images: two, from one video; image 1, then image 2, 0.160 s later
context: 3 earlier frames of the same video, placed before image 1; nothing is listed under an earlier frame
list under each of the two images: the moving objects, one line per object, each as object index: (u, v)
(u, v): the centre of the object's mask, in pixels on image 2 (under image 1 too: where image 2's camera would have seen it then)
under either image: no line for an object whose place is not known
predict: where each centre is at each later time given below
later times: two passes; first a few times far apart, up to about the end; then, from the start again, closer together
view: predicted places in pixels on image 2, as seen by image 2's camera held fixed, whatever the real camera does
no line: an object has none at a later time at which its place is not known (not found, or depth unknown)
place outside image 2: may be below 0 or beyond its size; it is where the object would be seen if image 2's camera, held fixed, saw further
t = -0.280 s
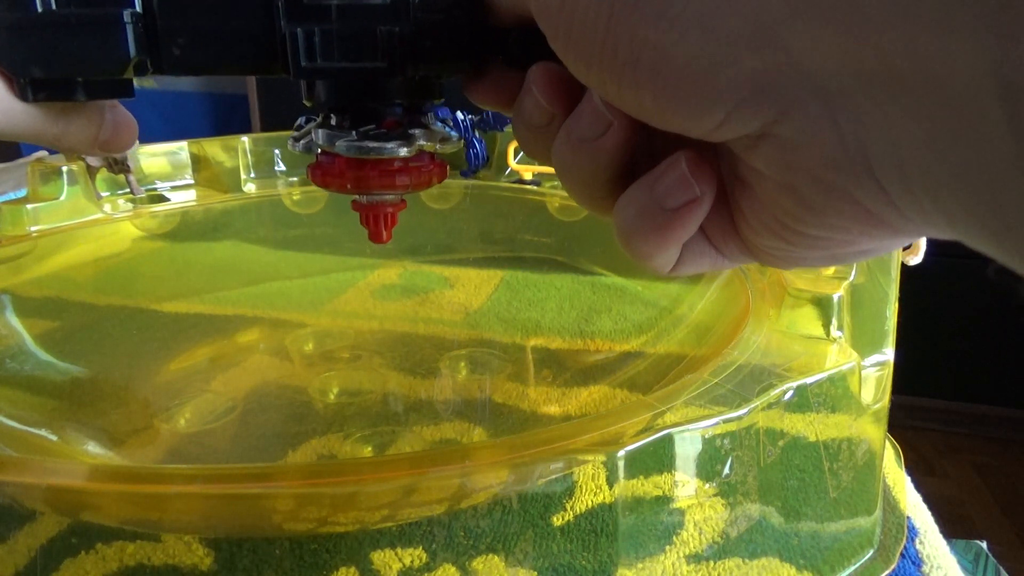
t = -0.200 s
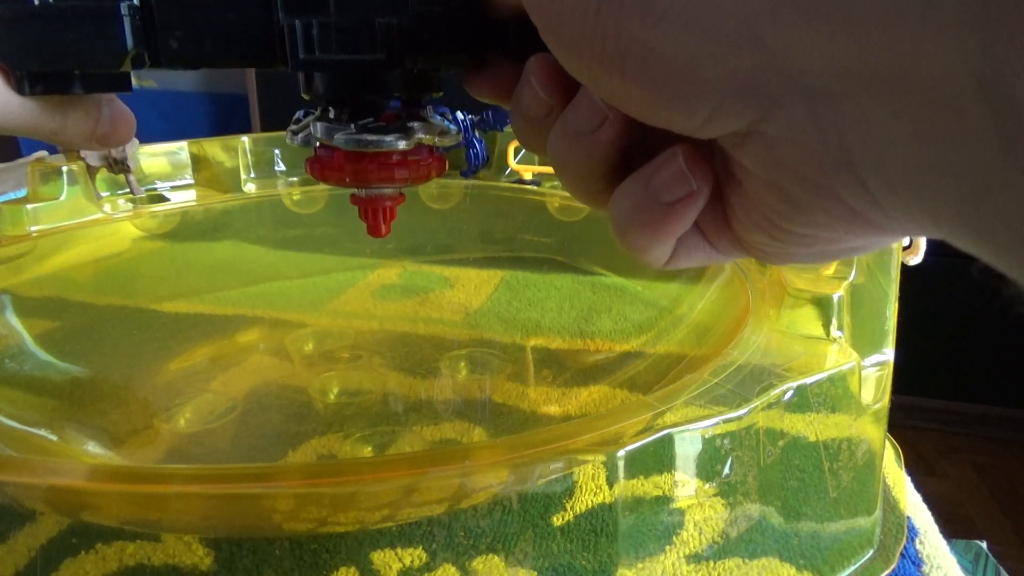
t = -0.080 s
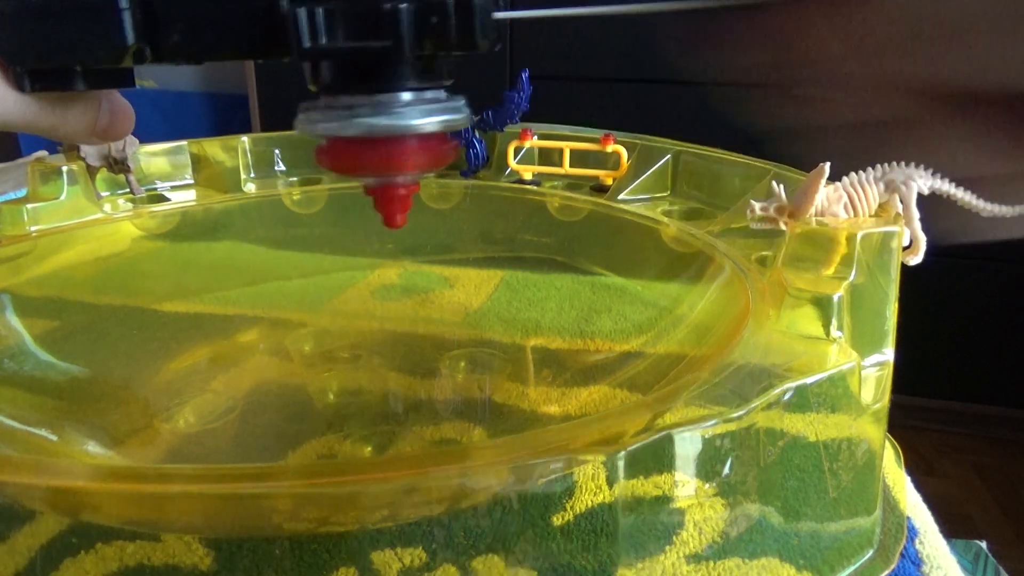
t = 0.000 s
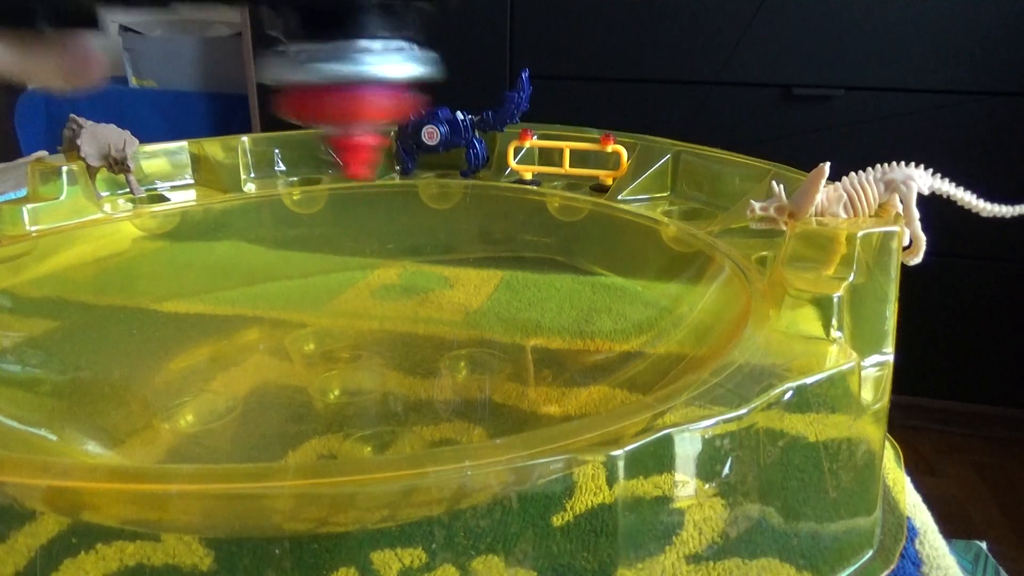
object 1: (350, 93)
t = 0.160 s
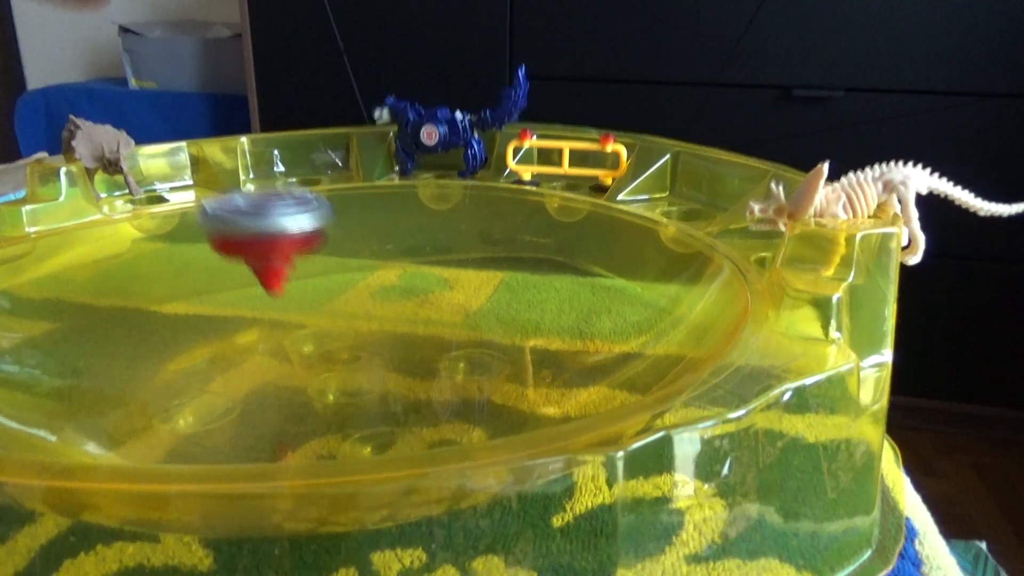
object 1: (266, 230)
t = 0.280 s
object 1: (229, 265)
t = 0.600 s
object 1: (179, 305)
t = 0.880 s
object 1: (227, 312)
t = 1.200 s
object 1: (306, 281)
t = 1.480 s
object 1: (225, 265)
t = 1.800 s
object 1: (264, 368)
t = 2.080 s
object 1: (611, 258)
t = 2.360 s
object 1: (196, 237)
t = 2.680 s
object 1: (533, 367)
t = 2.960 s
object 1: (385, 200)
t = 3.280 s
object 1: (168, 397)
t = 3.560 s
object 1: (550, 218)
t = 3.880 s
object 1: (19, 306)
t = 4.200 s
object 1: (611, 247)
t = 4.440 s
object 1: (168, 208)
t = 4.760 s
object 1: (514, 370)
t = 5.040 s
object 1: (404, 194)
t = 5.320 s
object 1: (50, 367)
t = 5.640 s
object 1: (605, 228)
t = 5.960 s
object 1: (44, 292)
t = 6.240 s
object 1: (613, 334)
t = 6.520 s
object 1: (332, 217)
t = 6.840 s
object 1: (183, 402)
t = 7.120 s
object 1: (553, 237)
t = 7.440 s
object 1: (35, 281)
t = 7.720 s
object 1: (599, 336)
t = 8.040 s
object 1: (256, 208)
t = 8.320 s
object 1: (178, 403)
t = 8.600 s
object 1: (591, 235)
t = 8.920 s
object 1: (61, 290)
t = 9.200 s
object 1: (553, 361)
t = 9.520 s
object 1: (339, 224)
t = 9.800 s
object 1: (64, 379)
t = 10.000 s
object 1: (588, 344)
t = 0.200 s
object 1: (252, 221)
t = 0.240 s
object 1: (243, 248)
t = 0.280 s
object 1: (229, 265)
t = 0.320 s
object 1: (216, 262)
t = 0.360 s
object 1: (206, 258)
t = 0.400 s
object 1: (198, 260)
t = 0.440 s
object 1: (194, 266)
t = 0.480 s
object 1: (192, 276)
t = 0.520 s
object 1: (189, 288)
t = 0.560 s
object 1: (184, 298)
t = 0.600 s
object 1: (179, 305)
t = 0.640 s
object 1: (178, 308)
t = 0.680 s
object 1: (180, 311)
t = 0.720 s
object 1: (185, 312)
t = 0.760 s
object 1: (193, 313)
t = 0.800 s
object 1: (203, 313)
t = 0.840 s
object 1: (214, 313)
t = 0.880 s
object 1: (227, 312)
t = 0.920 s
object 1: (241, 310)
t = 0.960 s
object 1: (254, 308)
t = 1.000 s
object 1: (267, 305)
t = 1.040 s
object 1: (279, 301)
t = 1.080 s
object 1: (290, 296)
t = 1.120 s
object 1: (298, 291)
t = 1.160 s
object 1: (304, 286)
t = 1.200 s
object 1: (306, 281)
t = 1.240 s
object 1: (303, 276)
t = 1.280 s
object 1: (298, 271)
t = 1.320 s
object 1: (291, 267)
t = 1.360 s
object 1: (282, 263)
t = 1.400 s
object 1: (267, 261)
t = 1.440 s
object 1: (248, 261)
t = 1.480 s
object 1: (225, 265)
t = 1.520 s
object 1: (200, 273)
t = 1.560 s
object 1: (174, 286)
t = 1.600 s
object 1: (153, 304)
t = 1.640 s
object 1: (145, 322)
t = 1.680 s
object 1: (151, 338)
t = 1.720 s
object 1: (171, 351)
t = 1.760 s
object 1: (209, 362)
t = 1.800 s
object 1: (264, 368)
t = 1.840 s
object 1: (332, 369)
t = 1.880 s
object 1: (405, 364)
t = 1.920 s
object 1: (478, 353)
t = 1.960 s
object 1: (544, 334)
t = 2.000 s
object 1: (591, 309)
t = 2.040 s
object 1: (614, 282)
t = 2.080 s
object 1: (611, 258)
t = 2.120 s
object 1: (590, 241)
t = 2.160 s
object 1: (552, 231)
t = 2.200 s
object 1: (500, 226)
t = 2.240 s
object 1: (438, 223)
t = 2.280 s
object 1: (366, 224)
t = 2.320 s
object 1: (282, 229)
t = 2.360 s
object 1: (196, 237)
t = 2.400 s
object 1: (105, 249)
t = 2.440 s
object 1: (45, 272)
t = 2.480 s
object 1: (27, 293)
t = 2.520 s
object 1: (29, 339)
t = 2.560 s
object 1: (75, 387)
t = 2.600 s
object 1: (188, 403)
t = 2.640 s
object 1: (374, 395)
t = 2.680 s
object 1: (533, 367)
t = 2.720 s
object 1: (637, 323)
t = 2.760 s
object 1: (672, 281)
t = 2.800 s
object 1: (658, 246)
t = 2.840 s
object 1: (615, 221)
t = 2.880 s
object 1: (549, 207)
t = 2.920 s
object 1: (472, 200)
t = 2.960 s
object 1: (385, 200)
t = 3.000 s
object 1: (300, 206)
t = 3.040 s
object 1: (202, 217)
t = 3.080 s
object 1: (112, 235)
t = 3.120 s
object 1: (45, 264)
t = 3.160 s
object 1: (26, 287)
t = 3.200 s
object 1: (26, 329)
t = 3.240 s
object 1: (61, 380)
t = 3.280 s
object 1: (168, 397)
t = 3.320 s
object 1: (357, 393)
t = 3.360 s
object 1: (517, 367)
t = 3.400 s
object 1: (626, 329)
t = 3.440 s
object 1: (664, 290)
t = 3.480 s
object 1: (652, 259)
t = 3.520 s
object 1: (610, 235)
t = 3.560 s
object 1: (550, 218)
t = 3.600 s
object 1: (476, 209)
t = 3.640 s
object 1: (394, 208)
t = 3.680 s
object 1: (309, 210)
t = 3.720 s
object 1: (222, 217)
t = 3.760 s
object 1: (128, 228)
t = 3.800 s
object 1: (50, 249)
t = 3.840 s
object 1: (25, 273)
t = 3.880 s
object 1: (19, 306)
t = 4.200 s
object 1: (611, 247)
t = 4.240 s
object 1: (561, 226)
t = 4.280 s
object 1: (495, 212)
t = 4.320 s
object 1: (423, 204)
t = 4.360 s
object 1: (342, 202)
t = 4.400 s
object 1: (257, 203)
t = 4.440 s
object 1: (168, 208)
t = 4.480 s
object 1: (75, 226)
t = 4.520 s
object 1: (36, 254)
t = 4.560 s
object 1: (27, 283)
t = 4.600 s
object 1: (35, 333)
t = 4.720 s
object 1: (374, 395)
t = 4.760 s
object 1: (514, 370)
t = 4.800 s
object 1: (602, 338)
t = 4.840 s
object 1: (640, 298)
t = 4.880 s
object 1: (635, 263)
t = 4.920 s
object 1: (601, 234)
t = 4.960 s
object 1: (548, 213)
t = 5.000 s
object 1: (479, 200)
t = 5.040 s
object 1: (404, 194)
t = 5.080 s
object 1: (325, 196)
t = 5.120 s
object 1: (238, 201)
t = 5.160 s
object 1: (152, 213)
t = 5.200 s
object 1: (66, 241)
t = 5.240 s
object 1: (38, 275)
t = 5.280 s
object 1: (33, 311)
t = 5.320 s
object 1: (50, 367)
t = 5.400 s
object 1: (253, 403)
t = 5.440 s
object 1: (412, 390)
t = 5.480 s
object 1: (534, 367)
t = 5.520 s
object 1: (620, 329)
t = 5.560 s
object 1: (651, 289)
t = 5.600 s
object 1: (643, 255)
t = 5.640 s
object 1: (605, 228)
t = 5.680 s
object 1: (551, 212)
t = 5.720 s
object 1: (480, 202)
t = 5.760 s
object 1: (406, 201)
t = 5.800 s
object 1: (323, 206)
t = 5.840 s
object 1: (240, 216)
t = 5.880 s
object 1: (158, 232)
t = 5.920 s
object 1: (75, 259)
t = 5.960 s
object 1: (44, 292)
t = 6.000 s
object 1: (37, 325)
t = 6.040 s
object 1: (53, 370)
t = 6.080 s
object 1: (108, 396)
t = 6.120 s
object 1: (238, 404)
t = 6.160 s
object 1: (398, 393)
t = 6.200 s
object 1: (530, 368)
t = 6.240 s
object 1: (613, 334)
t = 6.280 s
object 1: (650, 296)
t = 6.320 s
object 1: (641, 265)
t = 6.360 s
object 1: (605, 240)
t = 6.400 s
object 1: (550, 224)
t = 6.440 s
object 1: (483, 216)
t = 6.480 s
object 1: (410, 214)
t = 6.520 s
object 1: (332, 217)
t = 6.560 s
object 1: (250, 224)
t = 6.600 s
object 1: (168, 237)
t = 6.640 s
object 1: (83, 257)
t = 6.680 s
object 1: (44, 287)
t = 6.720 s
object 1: (33, 308)
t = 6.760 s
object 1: (38, 350)
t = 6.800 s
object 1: (79, 388)
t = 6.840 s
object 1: (183, 402)
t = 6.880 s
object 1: (339, 399)
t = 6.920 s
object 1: (484, 378)
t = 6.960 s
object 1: (582, 349)
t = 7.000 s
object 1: (625, 317)
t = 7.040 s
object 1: (627, 286)
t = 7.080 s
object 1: (599, 258)
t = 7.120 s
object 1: (553, 237)
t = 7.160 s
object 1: (494, 223)
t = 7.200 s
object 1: (428, 216)
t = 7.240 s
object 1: (356, 214)
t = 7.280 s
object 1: (275, 216)
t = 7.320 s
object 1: (195, 222)
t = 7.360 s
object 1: (112, 235)
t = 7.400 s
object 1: (52, 260)
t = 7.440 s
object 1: (35, 281)
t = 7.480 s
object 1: (32, 319)
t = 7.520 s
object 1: (54, 372)
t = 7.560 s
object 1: (117, 397)
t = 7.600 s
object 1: (264, 404)
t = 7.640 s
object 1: (416, 392)
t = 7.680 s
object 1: (529, 369)
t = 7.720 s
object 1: (599, 336)
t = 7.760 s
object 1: (624, 301)
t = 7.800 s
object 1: (615, 269)
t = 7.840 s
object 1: (584, 243)
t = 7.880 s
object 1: (535, 223)
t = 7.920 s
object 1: (476, 211)
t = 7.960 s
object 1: (407, 205)
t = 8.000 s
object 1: (335, 205)
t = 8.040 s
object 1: (256, 208)
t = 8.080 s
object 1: (181, 218)
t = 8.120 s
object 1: (96, 239)
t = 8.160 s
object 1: (52, 272)
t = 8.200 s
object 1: (40, 306)
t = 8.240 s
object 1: (46, 353)
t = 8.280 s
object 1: (85, 387)
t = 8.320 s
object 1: (178, 403)
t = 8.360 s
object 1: (320, 402)
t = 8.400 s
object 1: (453, 386)
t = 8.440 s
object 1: (555, 360)
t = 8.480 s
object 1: (616, 325)
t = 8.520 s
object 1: (636, 290)
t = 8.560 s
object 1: (624, 258)
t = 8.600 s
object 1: (591, 235)
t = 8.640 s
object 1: (540, 218)
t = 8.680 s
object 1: (478, 208)
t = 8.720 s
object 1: (408, 207)
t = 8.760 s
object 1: (335, 210)
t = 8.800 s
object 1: (258, 219)
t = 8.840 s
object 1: (184, 235)
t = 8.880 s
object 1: (106, 259)
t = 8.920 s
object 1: (61, 290)
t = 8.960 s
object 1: (47, 324)
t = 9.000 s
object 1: (54, 364)
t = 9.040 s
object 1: (89, 390)
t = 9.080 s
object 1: (173, 404)
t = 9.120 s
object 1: (313, 403)
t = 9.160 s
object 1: (443, 388)
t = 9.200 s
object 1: (553, 361)
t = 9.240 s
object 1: (617, 329)
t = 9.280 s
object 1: (638, 296)
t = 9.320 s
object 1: (626, 267)
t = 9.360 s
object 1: (591, 245)
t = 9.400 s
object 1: (541, 230)
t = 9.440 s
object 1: (479, 222)
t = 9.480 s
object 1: (411, 220)
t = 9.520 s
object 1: (339, 224)
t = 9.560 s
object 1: (264, 230)
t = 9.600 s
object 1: (191, 242)
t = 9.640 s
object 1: (112, 259)
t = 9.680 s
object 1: (59, 285)
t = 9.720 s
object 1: (40, 313)
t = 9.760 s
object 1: (40, 344)
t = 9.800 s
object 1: (64, 379)
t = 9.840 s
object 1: (121, 399)
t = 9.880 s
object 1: (257, 403)
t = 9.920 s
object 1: (395, 395)
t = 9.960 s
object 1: (515, 372)
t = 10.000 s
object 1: (588, 344)
